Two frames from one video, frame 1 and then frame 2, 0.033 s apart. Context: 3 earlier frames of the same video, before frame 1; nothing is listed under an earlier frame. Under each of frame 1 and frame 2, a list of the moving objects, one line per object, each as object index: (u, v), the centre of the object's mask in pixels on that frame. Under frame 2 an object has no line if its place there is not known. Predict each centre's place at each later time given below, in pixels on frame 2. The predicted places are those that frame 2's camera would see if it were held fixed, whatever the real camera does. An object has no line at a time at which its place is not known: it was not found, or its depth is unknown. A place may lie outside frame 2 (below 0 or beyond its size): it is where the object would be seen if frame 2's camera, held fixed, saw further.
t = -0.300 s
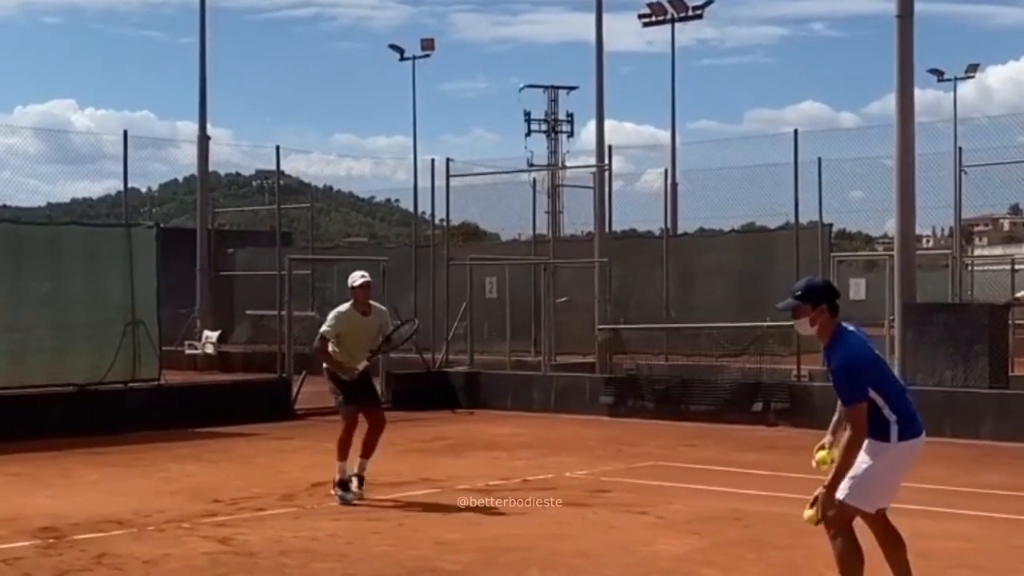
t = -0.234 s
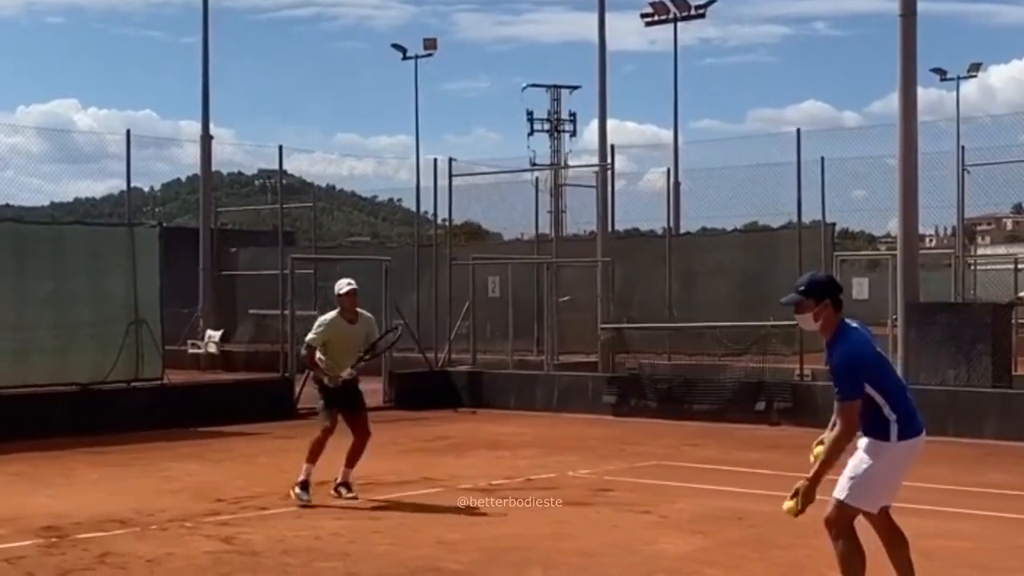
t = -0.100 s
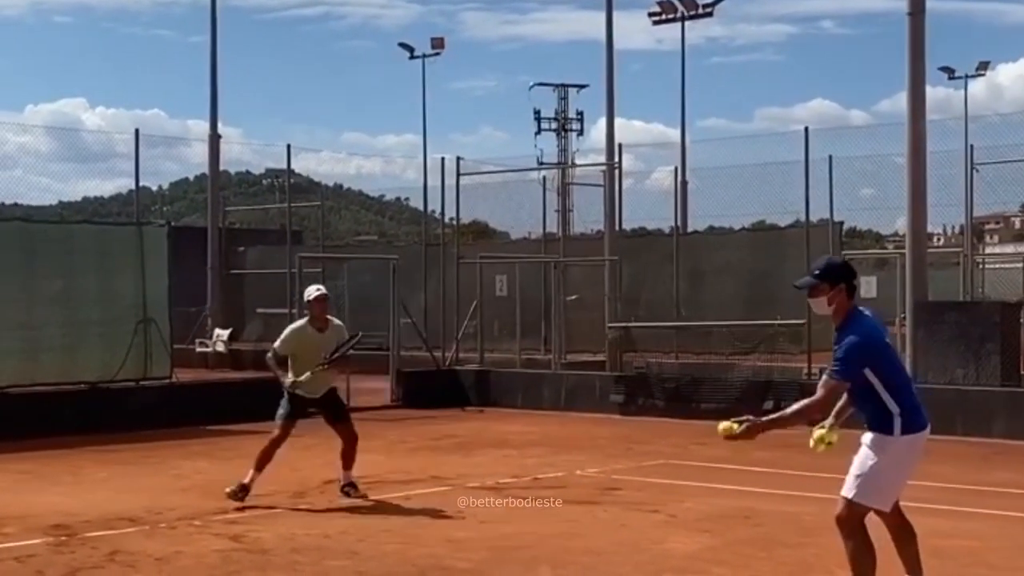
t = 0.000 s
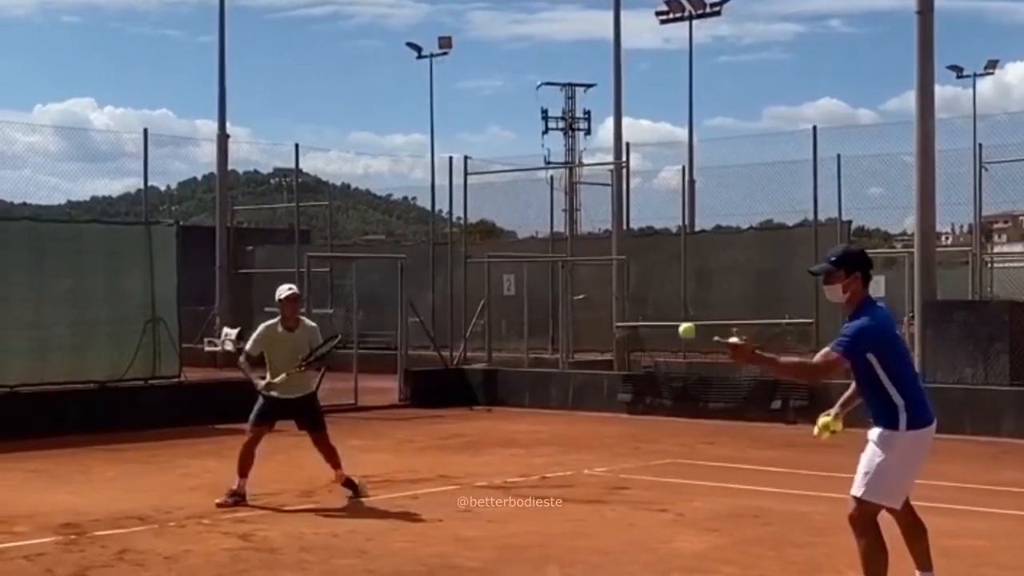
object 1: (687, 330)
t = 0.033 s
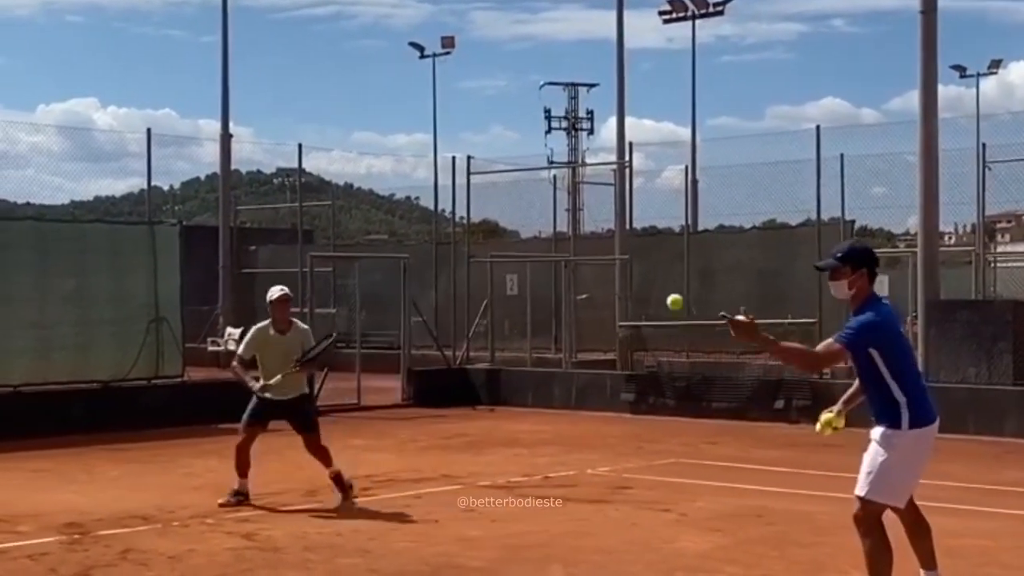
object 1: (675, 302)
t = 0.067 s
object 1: (659, 276)
